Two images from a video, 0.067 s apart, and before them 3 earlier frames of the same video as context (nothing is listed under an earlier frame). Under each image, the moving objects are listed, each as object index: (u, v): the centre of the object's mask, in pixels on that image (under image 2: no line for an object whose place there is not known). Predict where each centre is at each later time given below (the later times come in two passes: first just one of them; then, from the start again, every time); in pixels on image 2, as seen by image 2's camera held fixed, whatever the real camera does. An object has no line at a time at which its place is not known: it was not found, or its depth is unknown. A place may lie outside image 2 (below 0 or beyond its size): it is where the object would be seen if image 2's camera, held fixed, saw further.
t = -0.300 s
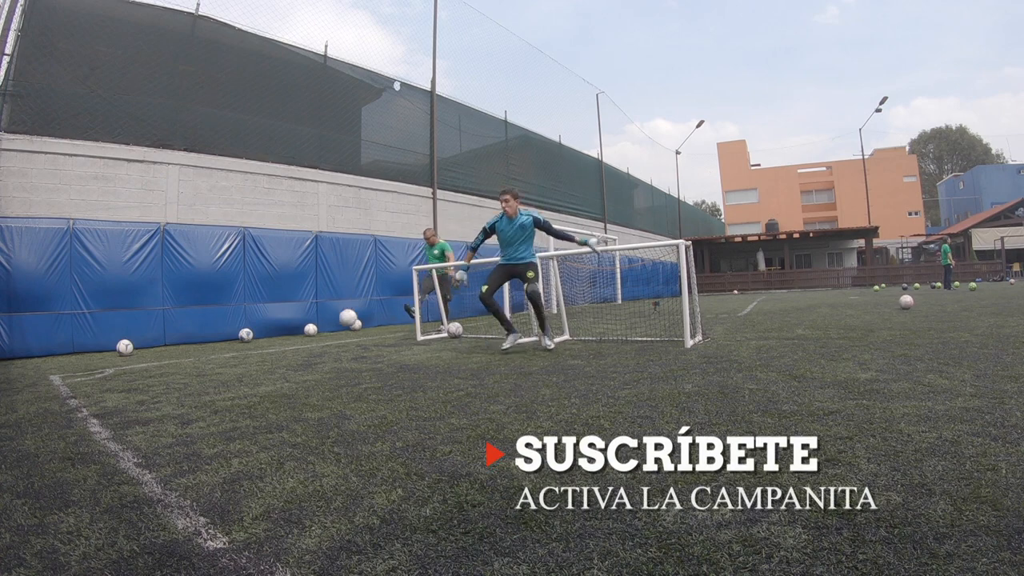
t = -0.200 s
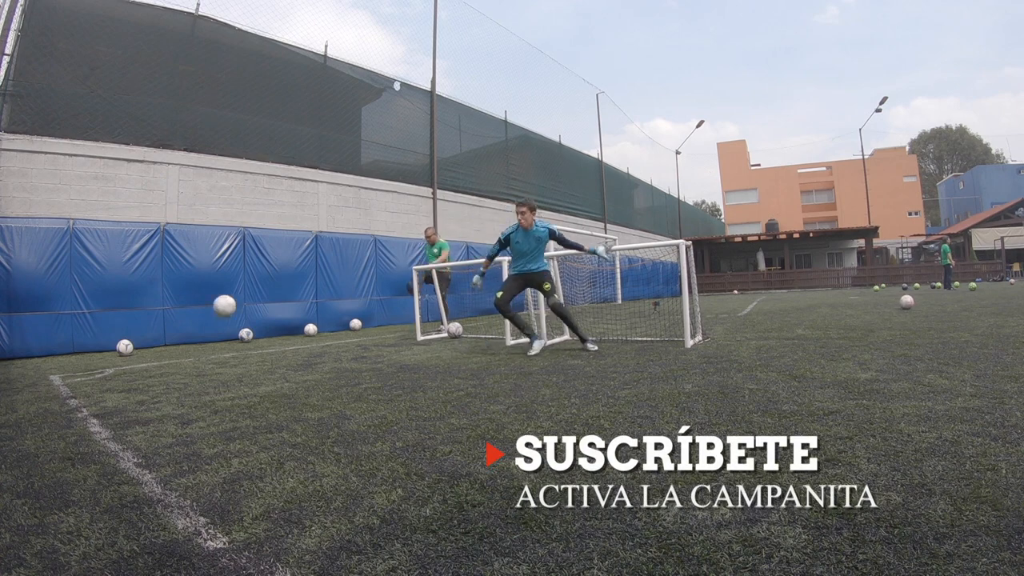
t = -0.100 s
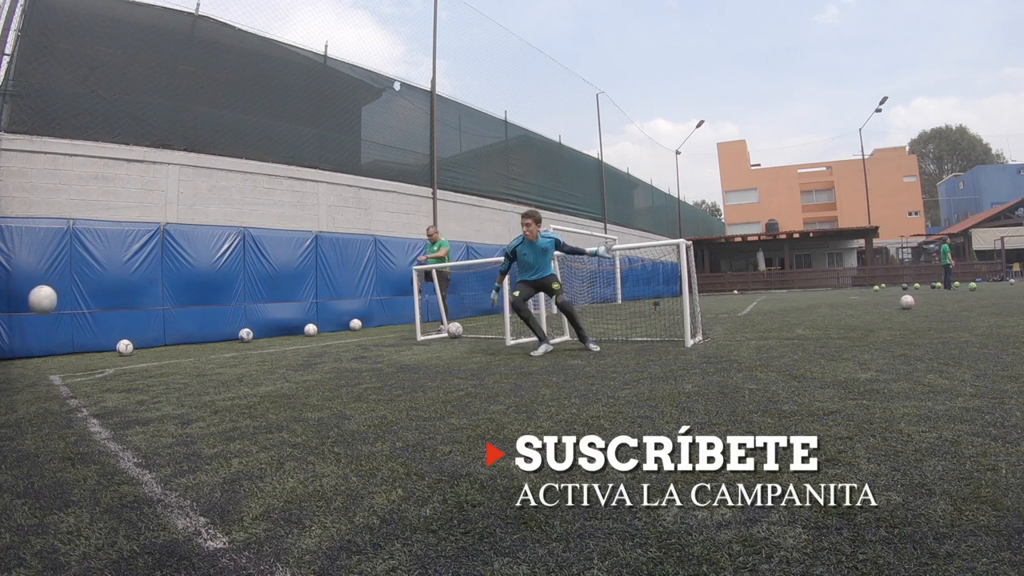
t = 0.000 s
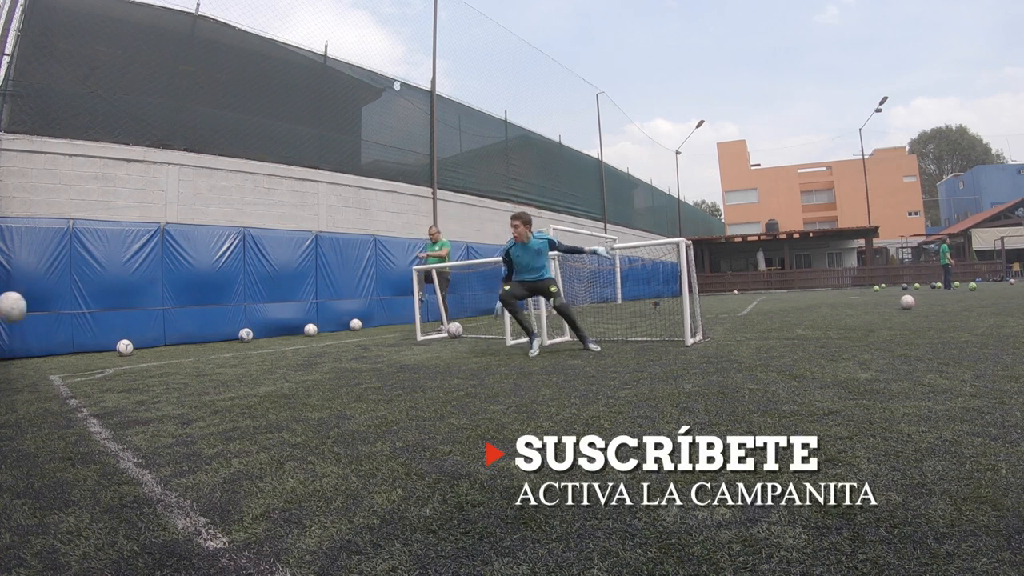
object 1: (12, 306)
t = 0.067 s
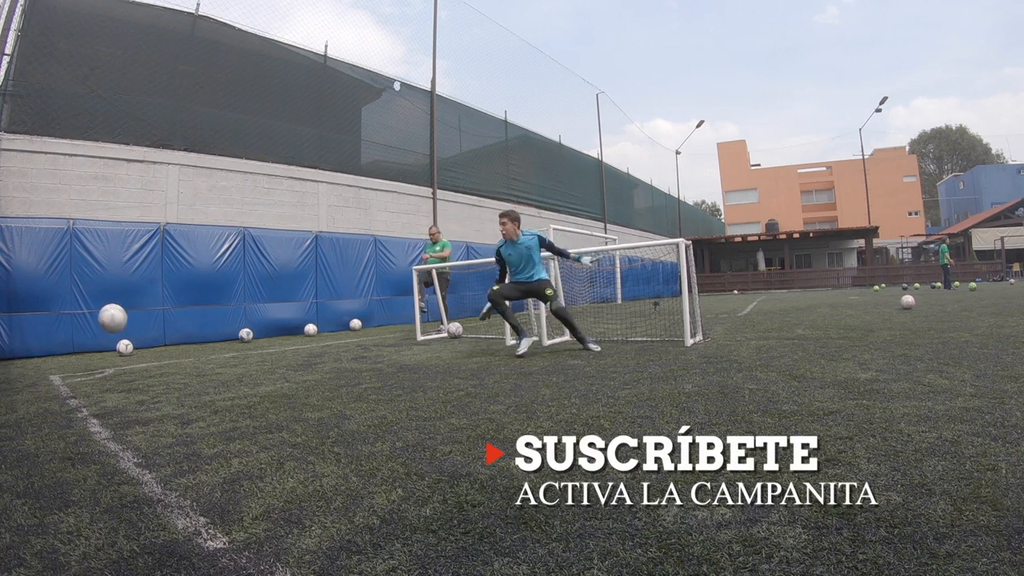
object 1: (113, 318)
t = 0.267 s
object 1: (342, 342)
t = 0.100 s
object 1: (160, 324)
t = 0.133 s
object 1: (205, 332)
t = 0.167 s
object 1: (247, 339)
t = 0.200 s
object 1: (286, 347)
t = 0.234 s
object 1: (319, 351)
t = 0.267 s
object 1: (342, 342)
